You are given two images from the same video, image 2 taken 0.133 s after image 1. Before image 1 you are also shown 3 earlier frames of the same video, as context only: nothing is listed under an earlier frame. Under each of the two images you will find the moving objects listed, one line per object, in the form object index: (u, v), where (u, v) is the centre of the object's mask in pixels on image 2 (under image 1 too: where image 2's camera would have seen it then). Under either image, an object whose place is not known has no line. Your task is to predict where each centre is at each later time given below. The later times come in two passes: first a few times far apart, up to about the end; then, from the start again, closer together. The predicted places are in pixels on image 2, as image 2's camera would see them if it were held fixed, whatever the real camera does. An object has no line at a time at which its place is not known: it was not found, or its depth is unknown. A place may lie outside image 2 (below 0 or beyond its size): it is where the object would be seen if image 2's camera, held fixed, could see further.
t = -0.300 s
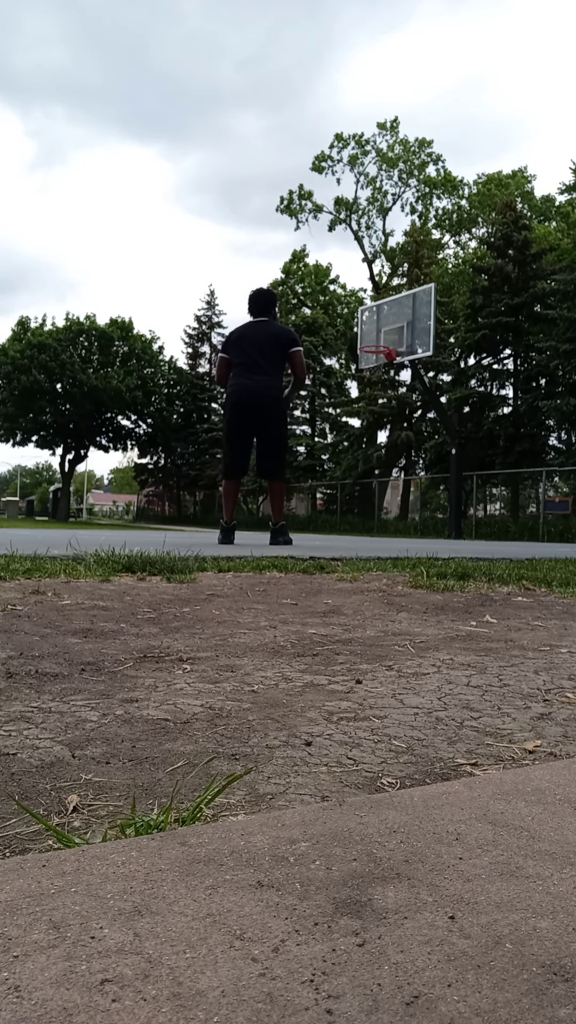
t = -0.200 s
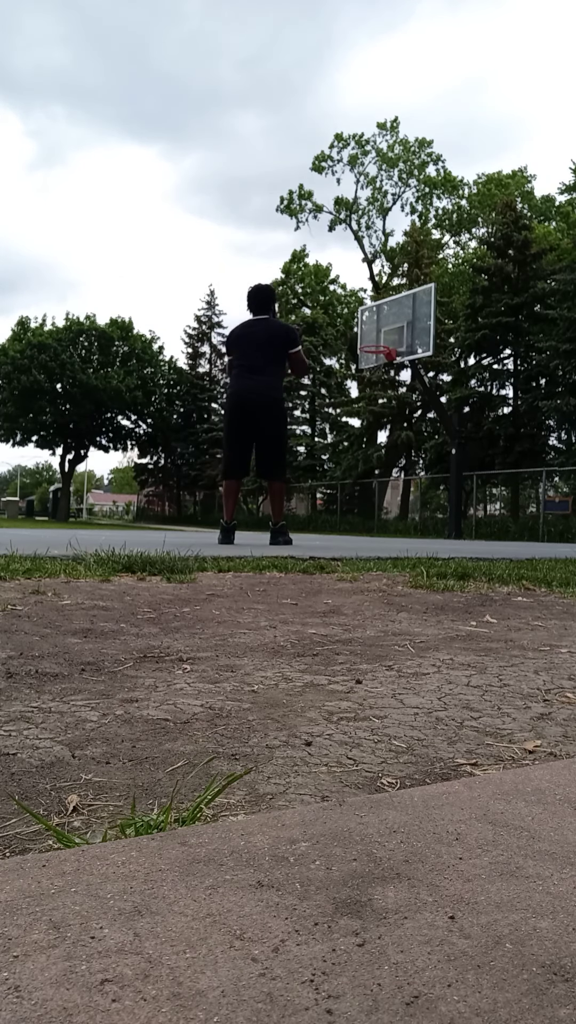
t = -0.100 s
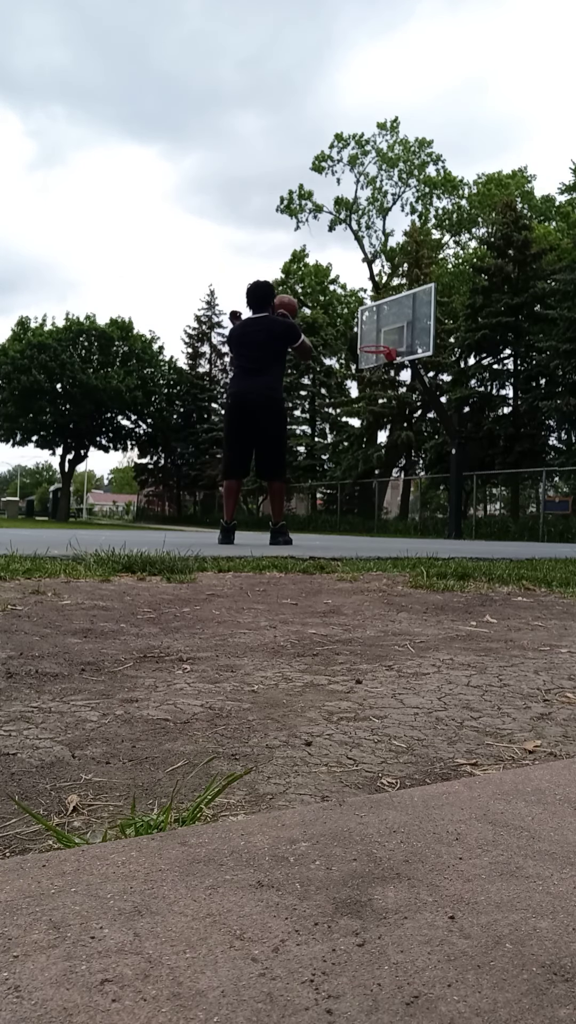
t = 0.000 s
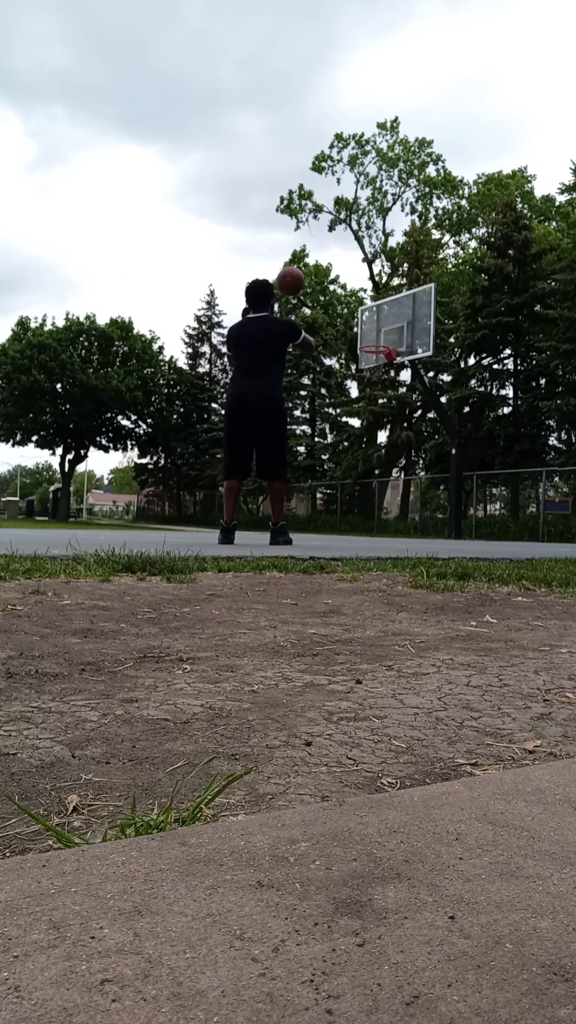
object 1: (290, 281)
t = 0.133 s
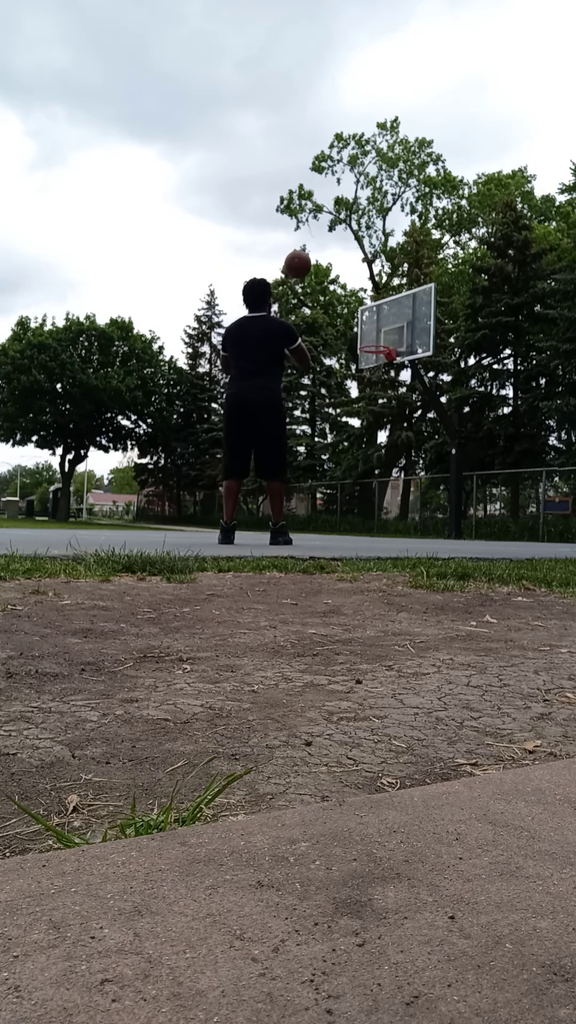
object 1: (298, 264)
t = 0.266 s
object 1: (304, 267)
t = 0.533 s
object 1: (314, 326)
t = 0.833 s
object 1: (322, 460)
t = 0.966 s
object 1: (325, 527)
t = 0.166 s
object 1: (299, 264)
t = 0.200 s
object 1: (301, 264)
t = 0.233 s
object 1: (302, 265)
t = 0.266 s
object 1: (304, 267)
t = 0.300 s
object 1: (305, 271)
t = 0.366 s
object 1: (308, 282)
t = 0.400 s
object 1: (310, 289)
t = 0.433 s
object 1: (311, 297)
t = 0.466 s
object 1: (312, 306)
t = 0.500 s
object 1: (314, 316)
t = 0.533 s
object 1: (314, 326)
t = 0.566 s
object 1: (316, 338)
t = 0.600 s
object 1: (316, 351)
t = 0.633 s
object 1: (318, 364)
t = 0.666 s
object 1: (319, 377)
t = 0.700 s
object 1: (319, 393)
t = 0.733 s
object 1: (320, 410)
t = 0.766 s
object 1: (321, 425)
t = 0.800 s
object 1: (322, 442)
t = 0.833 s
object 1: (322, 460)
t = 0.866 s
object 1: (323, 478)
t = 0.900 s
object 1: (324, 497)
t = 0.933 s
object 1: (324, 516)
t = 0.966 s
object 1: (325, 527)
